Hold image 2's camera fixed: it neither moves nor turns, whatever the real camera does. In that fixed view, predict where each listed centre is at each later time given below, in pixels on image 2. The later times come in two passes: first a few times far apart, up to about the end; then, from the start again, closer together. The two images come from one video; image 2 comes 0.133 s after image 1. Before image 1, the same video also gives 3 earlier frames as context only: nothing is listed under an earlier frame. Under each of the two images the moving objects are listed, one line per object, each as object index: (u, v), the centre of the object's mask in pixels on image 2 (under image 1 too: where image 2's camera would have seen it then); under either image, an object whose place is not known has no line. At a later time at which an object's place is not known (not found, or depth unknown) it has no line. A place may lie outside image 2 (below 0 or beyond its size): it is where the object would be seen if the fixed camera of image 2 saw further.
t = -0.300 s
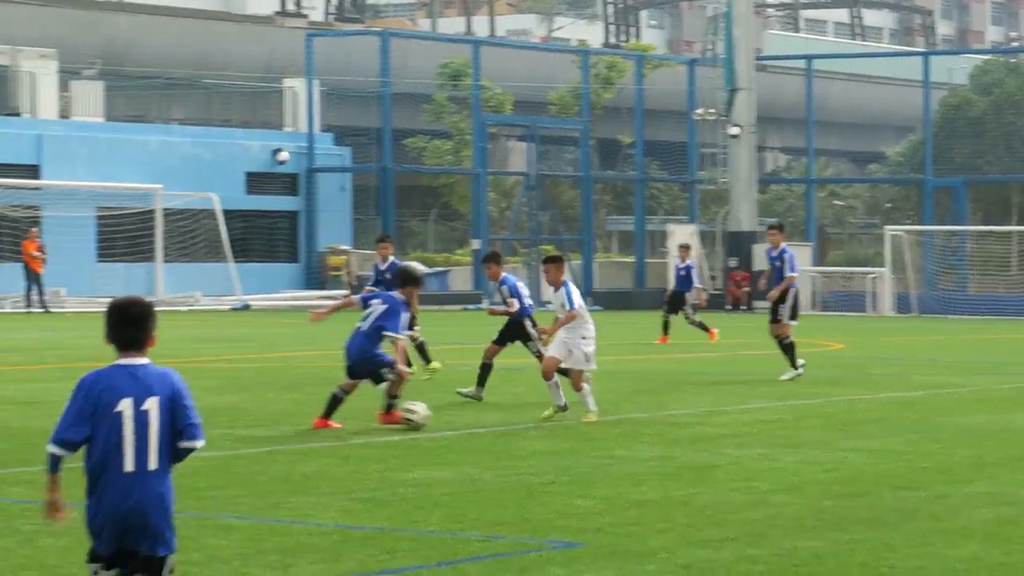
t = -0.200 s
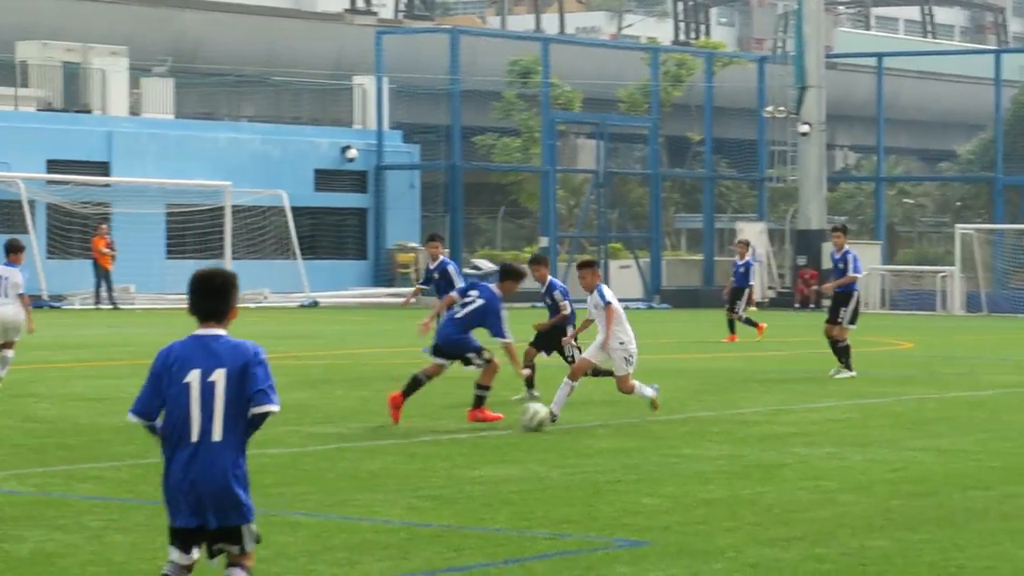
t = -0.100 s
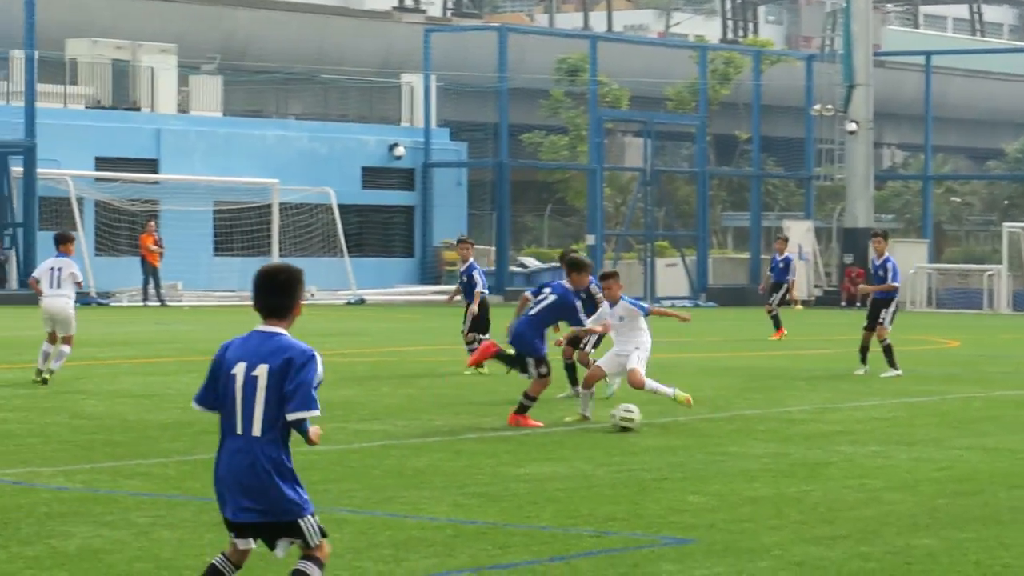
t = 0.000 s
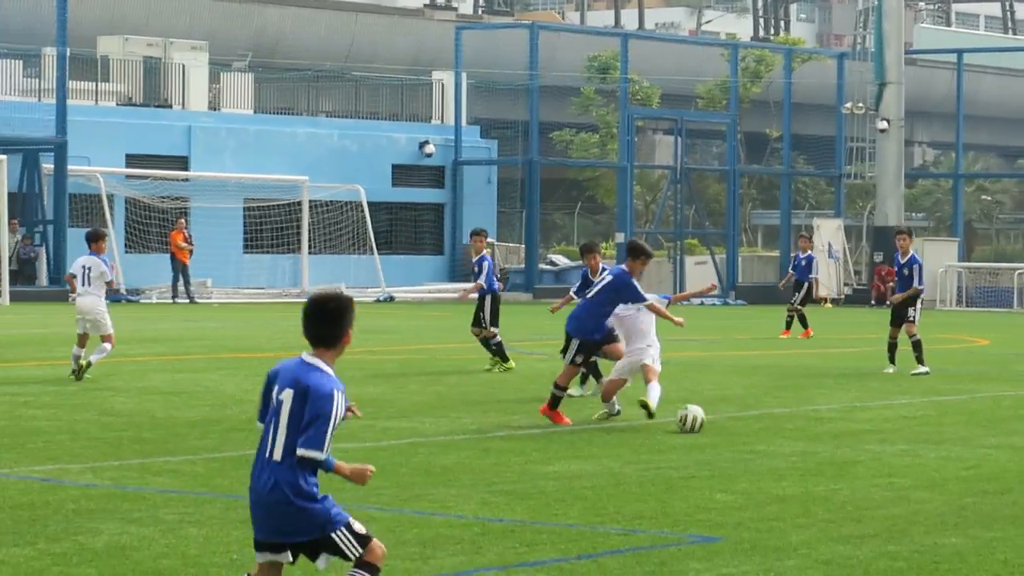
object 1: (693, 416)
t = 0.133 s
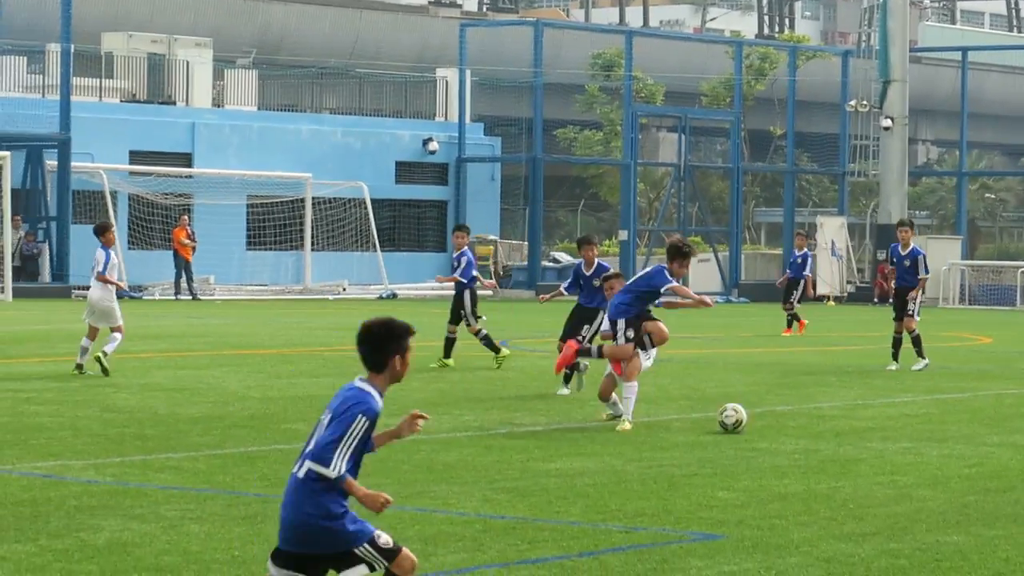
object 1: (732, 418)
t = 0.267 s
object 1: (769, 421)
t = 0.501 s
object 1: (831, 428)
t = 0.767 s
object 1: (903, 434)
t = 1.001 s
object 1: (958, 438)
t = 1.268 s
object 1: (1022, 445)
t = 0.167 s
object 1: (740, 419)
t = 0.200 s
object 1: (750, 421)
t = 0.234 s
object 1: (760, 422)
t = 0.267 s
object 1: (769, 421)
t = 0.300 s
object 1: (778, 421)
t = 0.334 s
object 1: (786, 423)
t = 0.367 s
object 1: (795, 425)
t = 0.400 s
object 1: (804, 425)
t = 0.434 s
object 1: (813, 427)
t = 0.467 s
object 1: (822, 427)
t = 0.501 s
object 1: (831, 428)
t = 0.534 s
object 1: (839, 429)
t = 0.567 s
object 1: (849, 430)
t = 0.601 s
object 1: (858, 431)
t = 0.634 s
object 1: (868, 431)
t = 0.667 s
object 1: (877, 431)
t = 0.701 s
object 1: (886, 432)
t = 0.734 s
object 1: (894, 433)
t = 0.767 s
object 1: (903, 434)
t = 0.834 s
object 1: (926, 431)
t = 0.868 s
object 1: (943, 436)
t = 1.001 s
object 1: (958, 438)
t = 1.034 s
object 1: (969, 440)
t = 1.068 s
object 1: (977, 441)
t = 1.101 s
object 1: (985, 442)
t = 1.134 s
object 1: (993, 442)
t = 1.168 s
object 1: (1000, 443)
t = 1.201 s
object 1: (1007, 444)
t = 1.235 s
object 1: (1015, 445)
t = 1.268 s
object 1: (1022, 445)
